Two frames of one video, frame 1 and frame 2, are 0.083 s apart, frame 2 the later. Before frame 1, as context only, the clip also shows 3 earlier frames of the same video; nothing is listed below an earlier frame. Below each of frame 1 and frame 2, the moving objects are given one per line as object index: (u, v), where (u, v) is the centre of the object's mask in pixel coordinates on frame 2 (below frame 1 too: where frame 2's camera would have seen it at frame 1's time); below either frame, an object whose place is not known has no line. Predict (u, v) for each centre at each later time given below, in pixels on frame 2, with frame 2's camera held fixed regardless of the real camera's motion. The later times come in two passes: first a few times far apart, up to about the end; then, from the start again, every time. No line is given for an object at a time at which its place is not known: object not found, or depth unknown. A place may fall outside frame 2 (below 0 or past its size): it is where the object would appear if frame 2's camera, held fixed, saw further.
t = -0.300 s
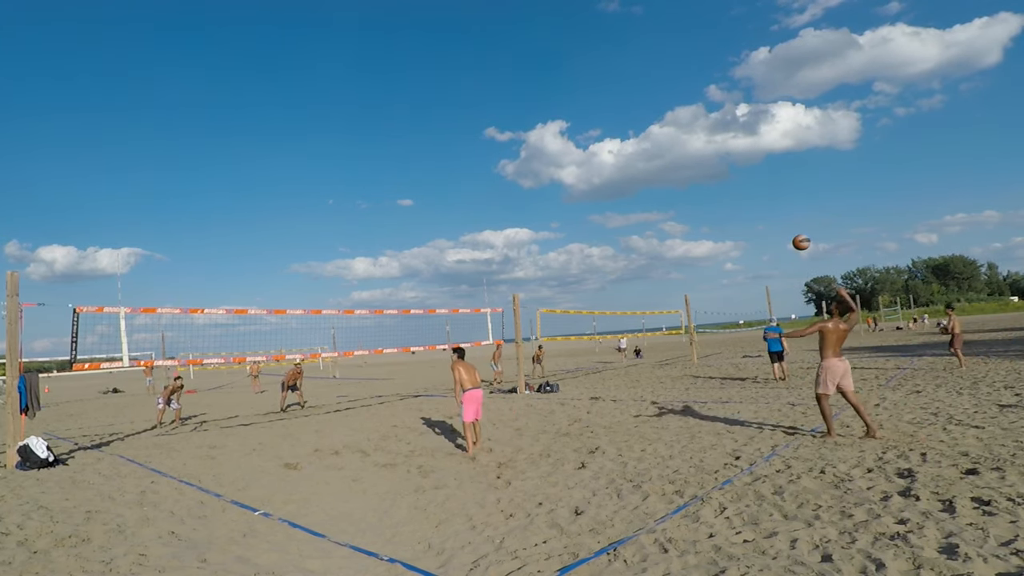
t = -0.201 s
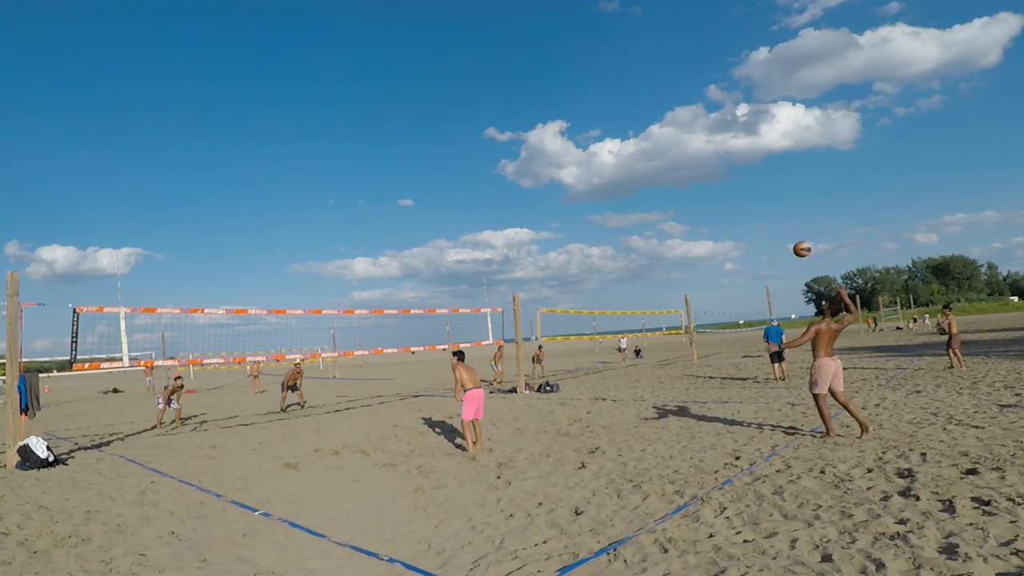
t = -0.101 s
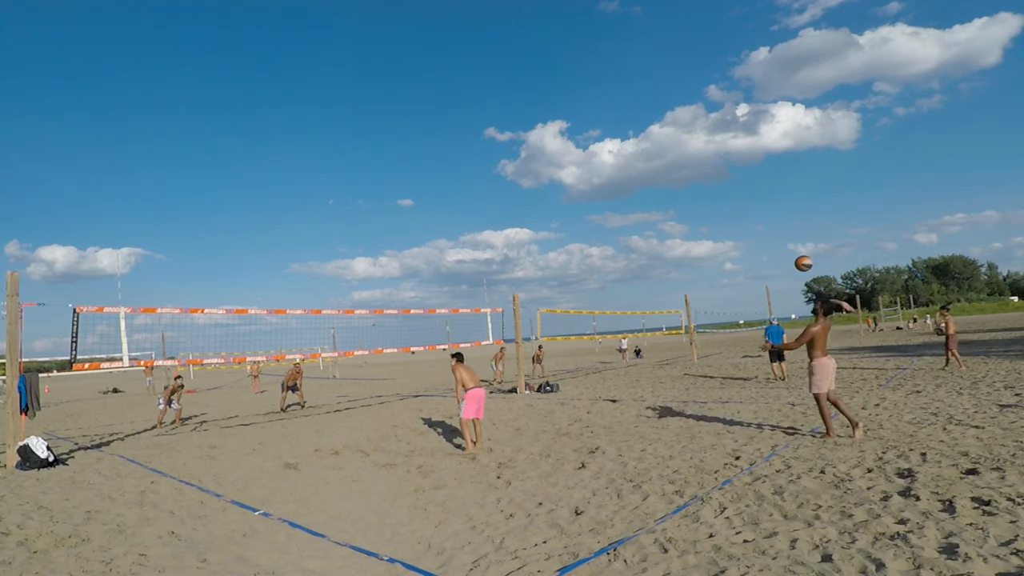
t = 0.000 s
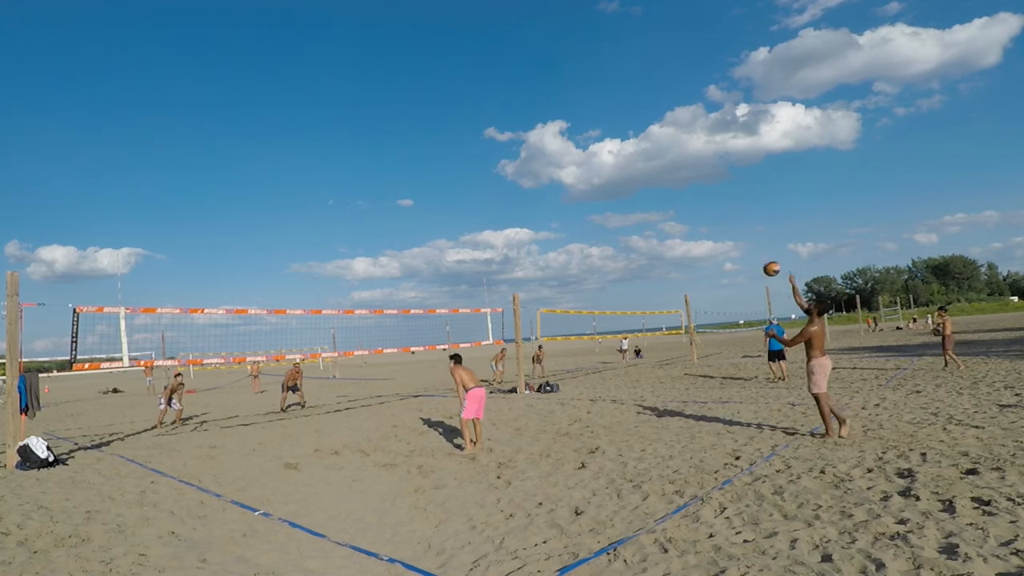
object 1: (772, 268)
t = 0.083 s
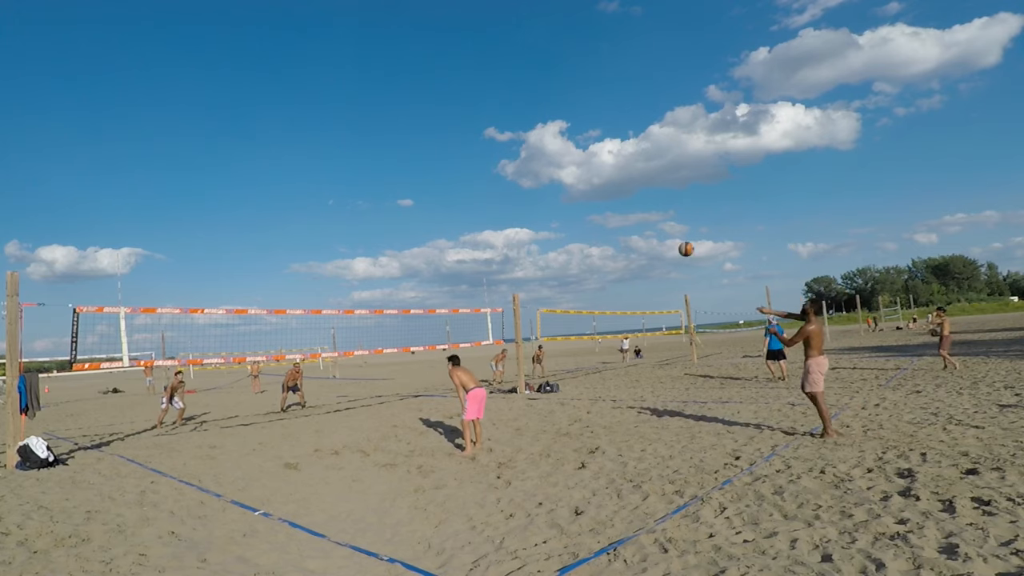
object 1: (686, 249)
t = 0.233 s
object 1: (556, 228)
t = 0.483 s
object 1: (391, 225)
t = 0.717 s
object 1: (277, 250)
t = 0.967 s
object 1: (185, 295)
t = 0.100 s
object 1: (670, 246)
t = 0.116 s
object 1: (655, 243)
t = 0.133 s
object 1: (639, 240)
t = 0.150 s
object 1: (624, 238)
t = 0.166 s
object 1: (610, 235)
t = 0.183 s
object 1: (596, 233)
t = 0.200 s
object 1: (582, 231)
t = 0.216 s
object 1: (569, 230)
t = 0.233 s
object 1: (556, 228)
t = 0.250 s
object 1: (543, 226)
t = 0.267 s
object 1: (531, 225)
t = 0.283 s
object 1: (519, 224)
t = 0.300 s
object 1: (506, 224)
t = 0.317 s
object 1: (495, 223)
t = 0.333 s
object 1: (484, 223)
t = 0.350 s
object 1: (473, 222)
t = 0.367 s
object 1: (461, 222)
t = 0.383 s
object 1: (451, 222)
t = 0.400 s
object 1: (440, 222)
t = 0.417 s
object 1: (430, 223)
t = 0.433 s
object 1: (420, 223)
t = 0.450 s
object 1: (410, 223)
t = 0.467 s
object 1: (400, 224)
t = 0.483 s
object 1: (391, 225)
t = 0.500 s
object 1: (381, 226)
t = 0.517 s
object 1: (372, 227)
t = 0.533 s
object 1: (364, 229)
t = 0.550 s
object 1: (355, 230)
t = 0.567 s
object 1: (347, 232)
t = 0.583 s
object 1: (338, 233)
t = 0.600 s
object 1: (330, 235)
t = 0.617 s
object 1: (322, 237)
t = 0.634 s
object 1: (314, 239)
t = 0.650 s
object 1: (306, 241)
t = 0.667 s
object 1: (299, 243)
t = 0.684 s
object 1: (291, 245)
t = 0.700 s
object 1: (284, 247)
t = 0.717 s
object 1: (277, 250)
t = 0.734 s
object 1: (270, 252)
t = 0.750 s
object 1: (263, 255)
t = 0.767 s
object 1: (257, 258)
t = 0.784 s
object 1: (250, 261)
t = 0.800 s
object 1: (243, 264)
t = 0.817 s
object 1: (237, 267)
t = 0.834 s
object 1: (231, 270)
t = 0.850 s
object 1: (224, 273)
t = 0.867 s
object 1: (218, 275)
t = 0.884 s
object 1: (213, 278)
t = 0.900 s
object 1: (207, 281)
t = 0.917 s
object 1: (202, 285)
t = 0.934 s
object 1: (196, 288)
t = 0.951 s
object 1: (191, 291)
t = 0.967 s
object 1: (185, 295)
